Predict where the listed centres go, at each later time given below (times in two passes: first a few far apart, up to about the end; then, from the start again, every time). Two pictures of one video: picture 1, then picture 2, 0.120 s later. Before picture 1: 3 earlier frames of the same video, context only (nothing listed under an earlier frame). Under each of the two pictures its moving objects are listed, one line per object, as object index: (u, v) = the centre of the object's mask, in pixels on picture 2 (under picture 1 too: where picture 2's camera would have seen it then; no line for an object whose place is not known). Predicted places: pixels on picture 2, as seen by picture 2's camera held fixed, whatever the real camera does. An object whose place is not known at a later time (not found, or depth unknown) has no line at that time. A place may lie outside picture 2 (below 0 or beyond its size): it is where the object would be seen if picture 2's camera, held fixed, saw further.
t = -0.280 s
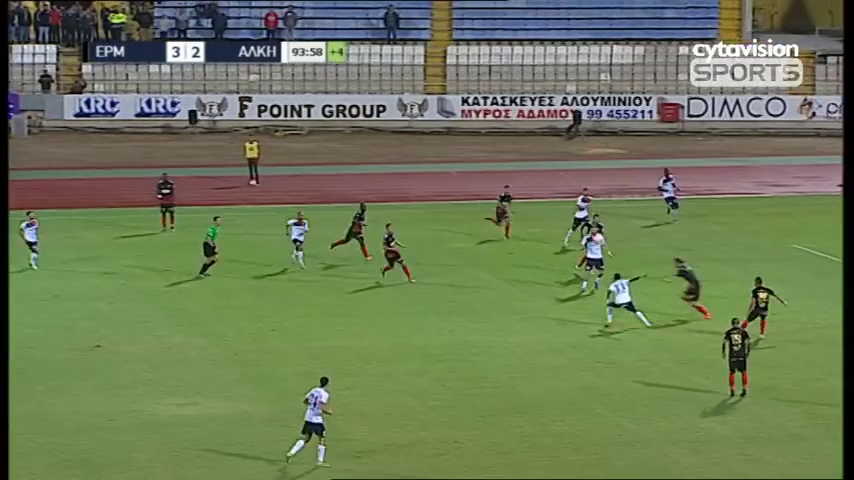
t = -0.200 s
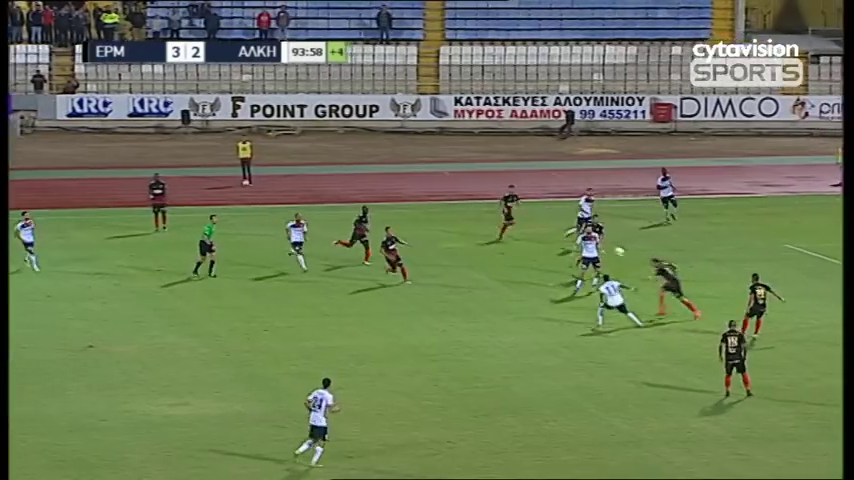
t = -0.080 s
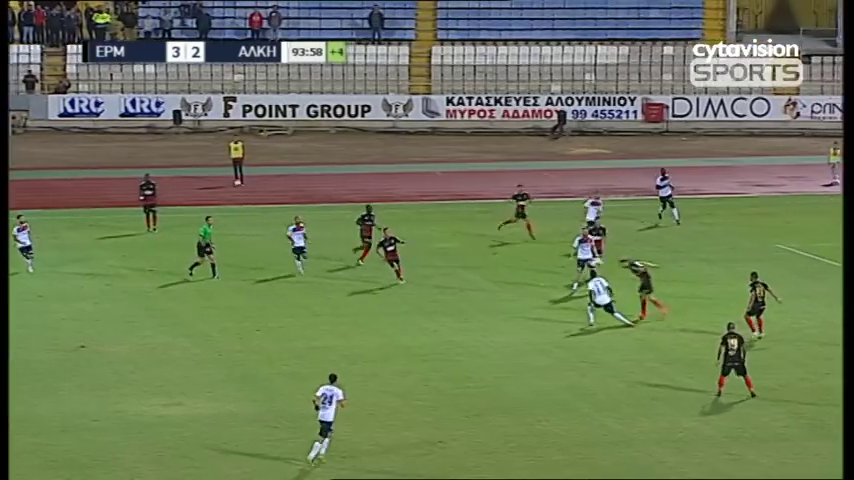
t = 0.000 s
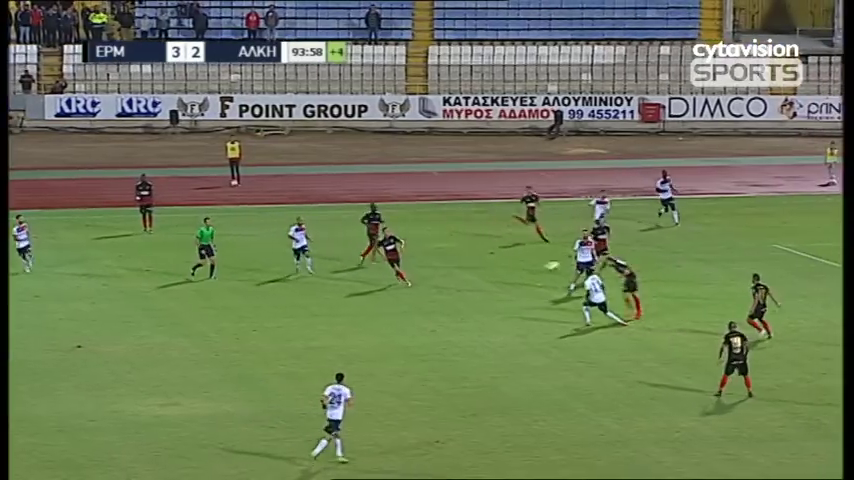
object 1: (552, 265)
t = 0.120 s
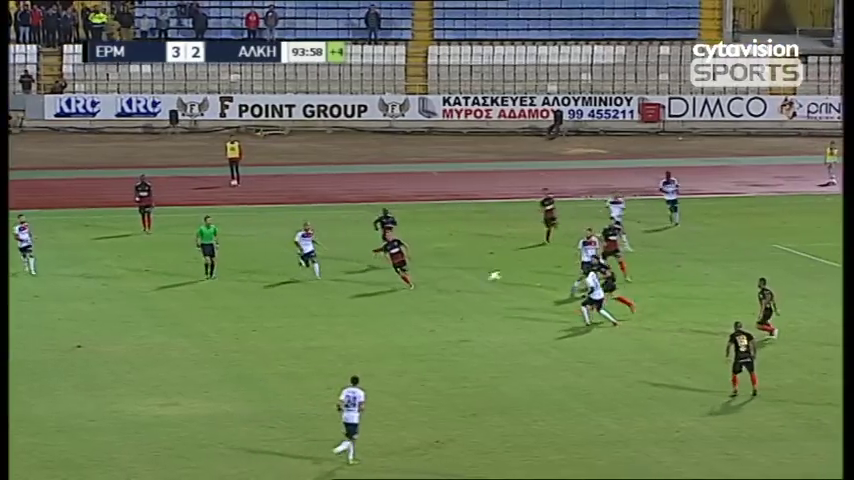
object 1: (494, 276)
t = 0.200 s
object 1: (458, 286)
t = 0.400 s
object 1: (372, 322)
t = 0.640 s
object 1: (291, 336)
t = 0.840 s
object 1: (236, 336)
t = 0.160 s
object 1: (476, 280)
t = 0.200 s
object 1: (458, 286)
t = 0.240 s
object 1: (440, 291)
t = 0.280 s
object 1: (422, 298)
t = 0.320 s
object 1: (405, 306)
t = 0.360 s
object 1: (388, 314)
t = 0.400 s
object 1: (372, 322)
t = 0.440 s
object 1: (356, 332)
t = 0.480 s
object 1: (340, 342)
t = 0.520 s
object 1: (326, 345)
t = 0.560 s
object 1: (314, 342)
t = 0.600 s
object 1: (303, 338)
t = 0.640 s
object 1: (291, 336)
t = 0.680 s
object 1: (280, 335)
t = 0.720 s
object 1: (269, 333)
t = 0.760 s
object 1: (258, 334)
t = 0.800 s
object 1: (247, 334)
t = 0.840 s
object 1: (236, 336)
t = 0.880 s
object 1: (225, 338)
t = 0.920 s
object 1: (214, 341)
